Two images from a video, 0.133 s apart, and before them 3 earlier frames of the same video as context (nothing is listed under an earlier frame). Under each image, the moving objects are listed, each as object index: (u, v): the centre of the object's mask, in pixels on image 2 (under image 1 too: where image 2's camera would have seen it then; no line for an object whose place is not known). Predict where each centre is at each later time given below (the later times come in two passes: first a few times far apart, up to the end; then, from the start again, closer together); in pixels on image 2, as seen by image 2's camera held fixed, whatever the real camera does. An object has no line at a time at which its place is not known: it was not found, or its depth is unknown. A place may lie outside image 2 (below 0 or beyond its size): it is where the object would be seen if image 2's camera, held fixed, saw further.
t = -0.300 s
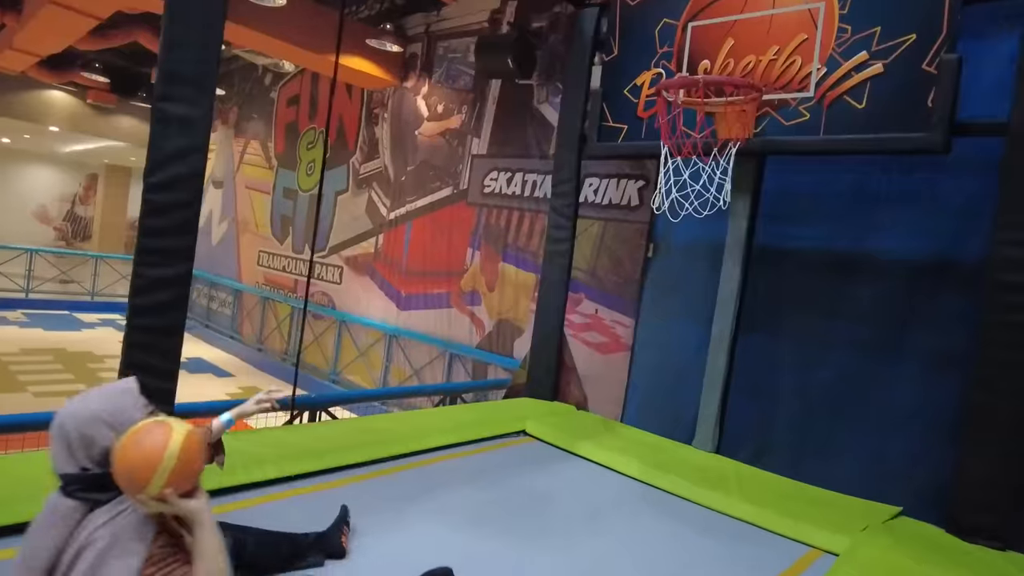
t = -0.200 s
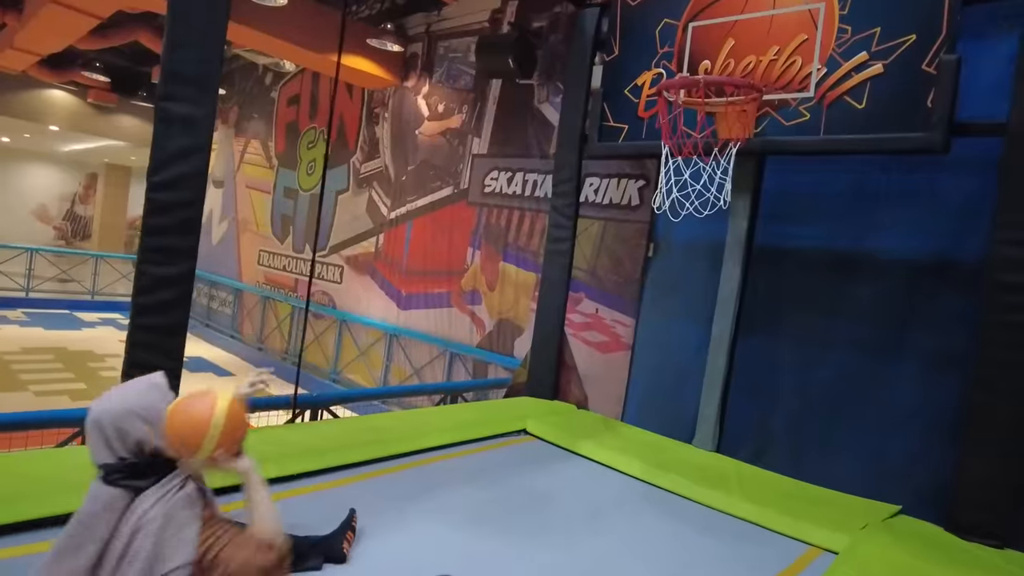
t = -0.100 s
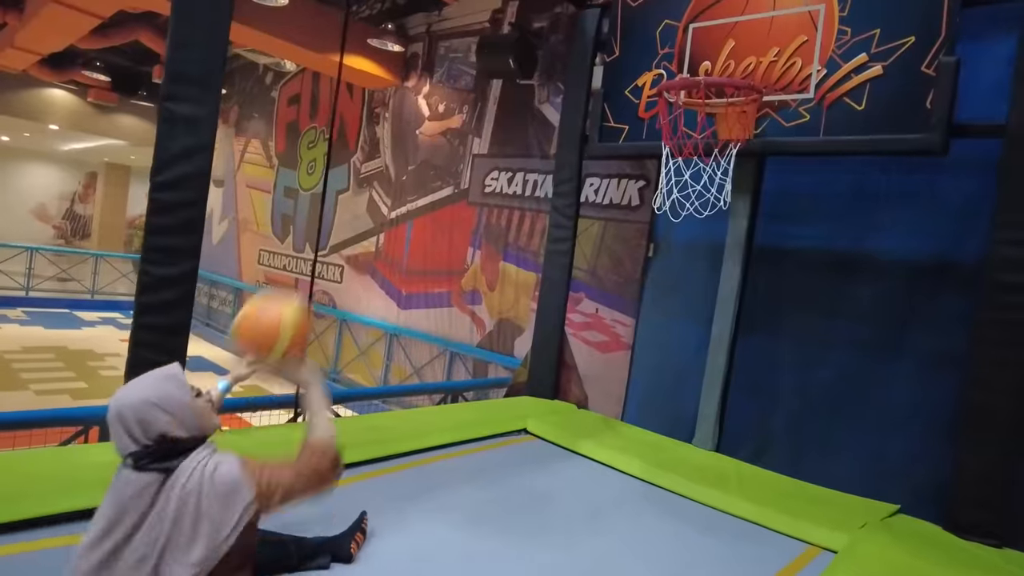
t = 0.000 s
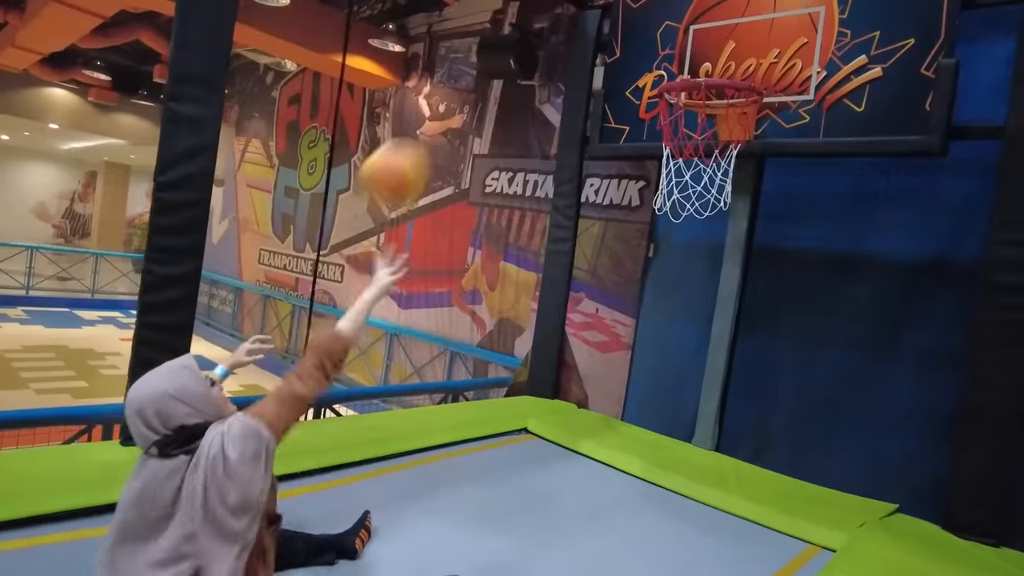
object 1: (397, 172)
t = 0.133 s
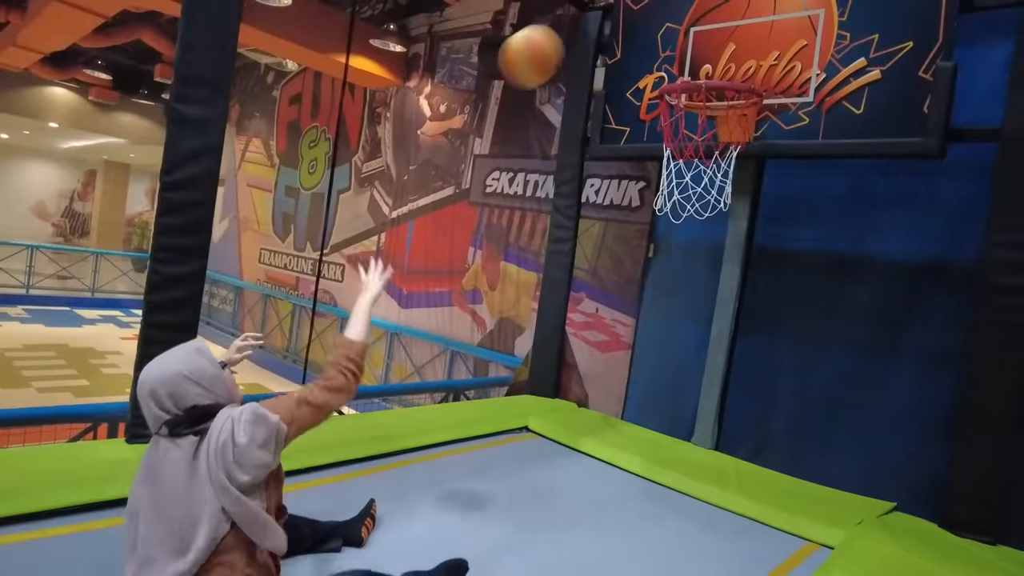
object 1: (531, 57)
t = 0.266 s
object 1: (623, 16)
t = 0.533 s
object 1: (732, 59)
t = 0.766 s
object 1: (752, 39)
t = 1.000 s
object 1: (727, 50)
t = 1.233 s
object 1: (689, 163)
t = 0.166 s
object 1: (557, 39)
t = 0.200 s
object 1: (581, 27)
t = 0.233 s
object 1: (603, 20)
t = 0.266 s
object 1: (623, 16)
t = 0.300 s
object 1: (641, 14)
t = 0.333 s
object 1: (658, 13)
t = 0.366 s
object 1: (672, 14)
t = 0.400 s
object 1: (686, 17)
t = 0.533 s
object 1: (732, 59)
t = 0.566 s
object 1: (741, 69)
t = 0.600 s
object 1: (749, 77)
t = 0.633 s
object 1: (752, 70)
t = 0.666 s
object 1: (753, 63)
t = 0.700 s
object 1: (755, 53)
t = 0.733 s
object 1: (755, 44)
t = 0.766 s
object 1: (752, 39)
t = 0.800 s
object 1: (748, 33)
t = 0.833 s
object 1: (746, 30)
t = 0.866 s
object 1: (744, 29)
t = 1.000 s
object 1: (727, 50)
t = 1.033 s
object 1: (723, 61)
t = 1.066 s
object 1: (718, 69)
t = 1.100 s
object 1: (716, 77)
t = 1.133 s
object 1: (707, 105)
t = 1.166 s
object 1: (701, 118)
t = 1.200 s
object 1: (695, 141)
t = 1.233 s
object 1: (689, 163)
